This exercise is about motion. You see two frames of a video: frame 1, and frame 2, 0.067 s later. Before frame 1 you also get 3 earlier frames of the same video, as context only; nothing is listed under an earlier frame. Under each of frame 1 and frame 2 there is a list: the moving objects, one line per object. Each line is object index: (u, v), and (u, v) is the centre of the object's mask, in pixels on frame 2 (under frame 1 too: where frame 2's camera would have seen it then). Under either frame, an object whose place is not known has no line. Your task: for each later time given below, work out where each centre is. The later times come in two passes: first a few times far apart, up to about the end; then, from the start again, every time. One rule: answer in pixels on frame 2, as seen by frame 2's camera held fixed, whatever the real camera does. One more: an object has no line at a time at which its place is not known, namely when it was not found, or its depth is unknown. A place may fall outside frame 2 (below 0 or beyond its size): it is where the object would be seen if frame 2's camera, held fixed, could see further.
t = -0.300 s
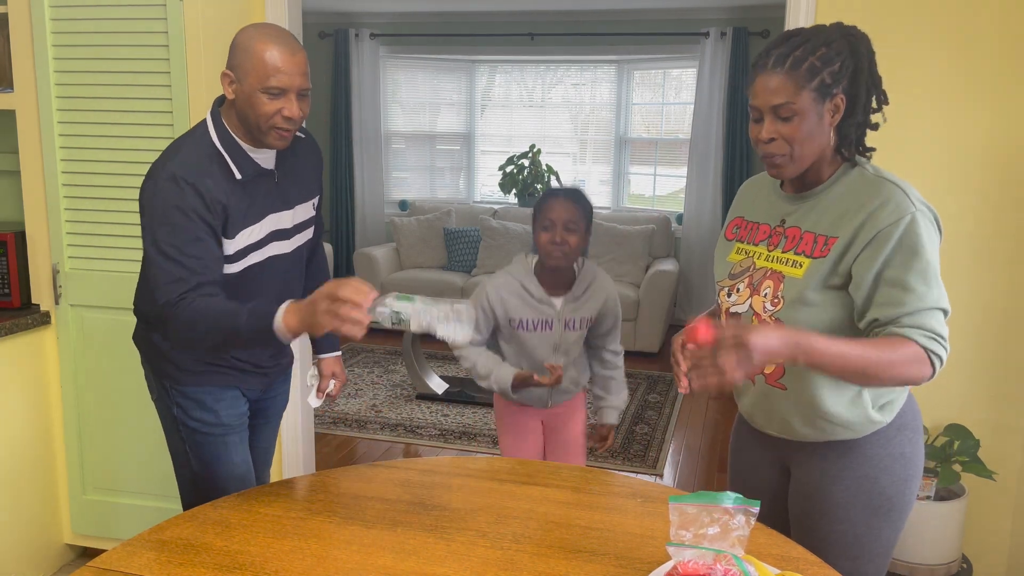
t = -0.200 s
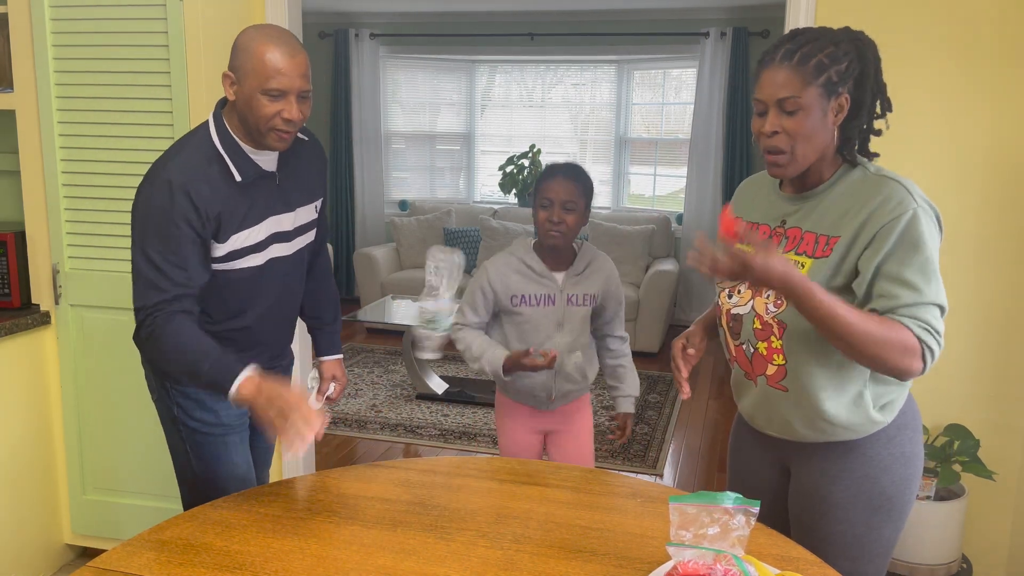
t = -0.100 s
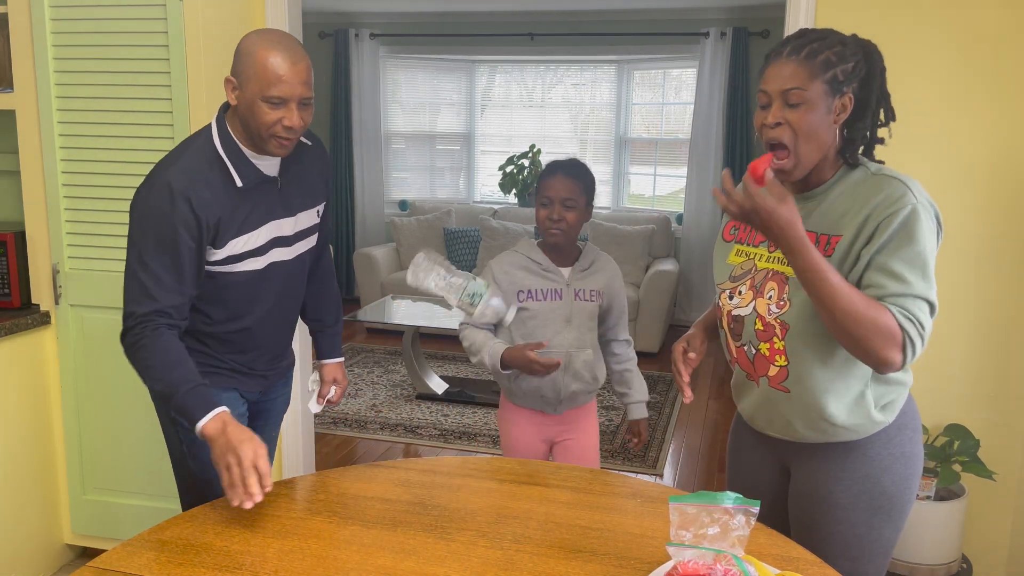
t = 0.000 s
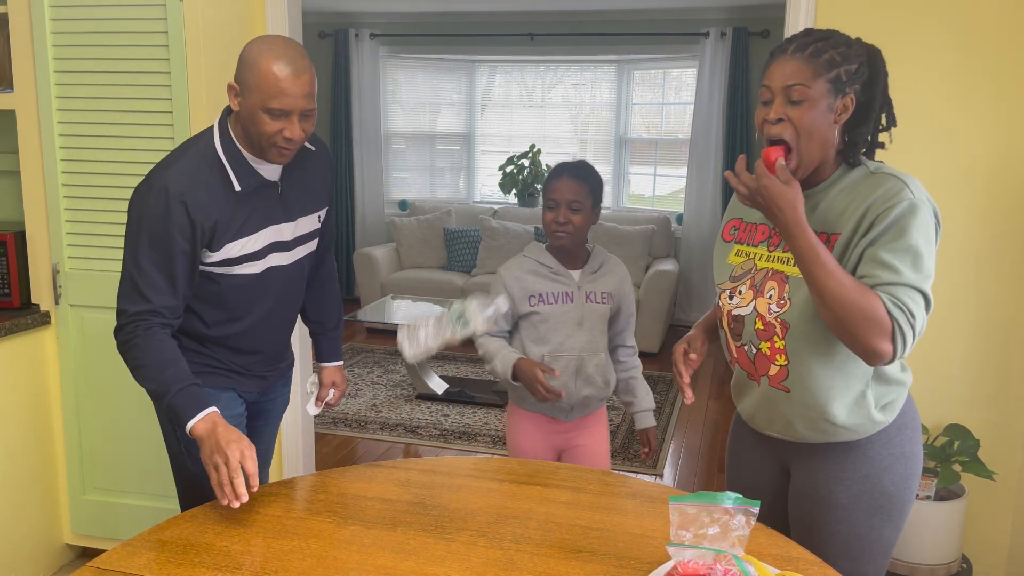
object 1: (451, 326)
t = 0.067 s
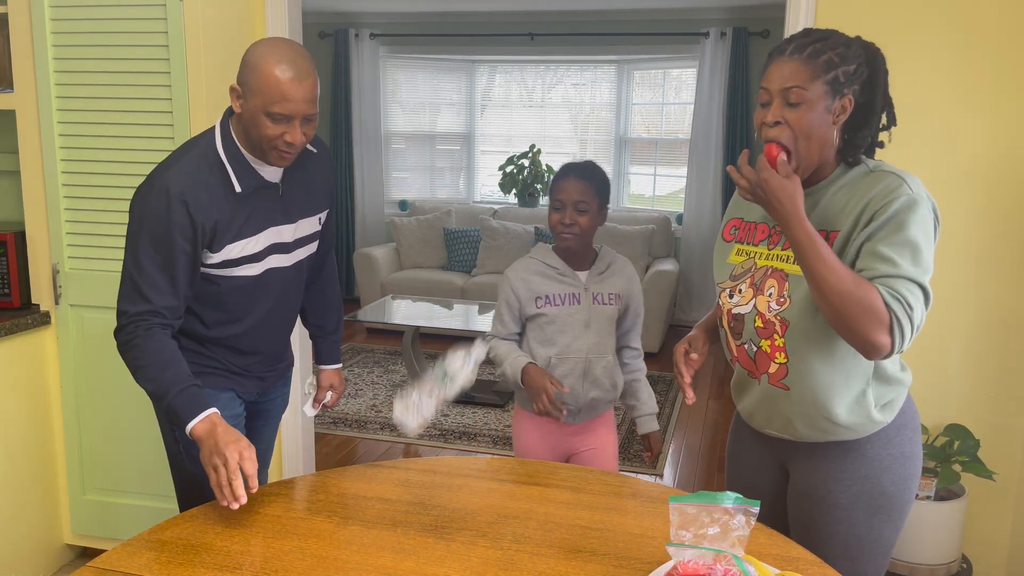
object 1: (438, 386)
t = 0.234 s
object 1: (423, 499)
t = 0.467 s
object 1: (438, 535)
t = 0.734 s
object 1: (432, 541)
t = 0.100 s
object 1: (433, 428)
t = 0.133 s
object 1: (428, 474)
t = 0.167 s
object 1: (427, 499)
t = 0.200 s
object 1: (426, 498)
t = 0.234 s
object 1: (423, 499)
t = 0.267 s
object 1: (423, 500)
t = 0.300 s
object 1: (424, 503)
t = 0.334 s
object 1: (427, 506)
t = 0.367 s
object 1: (432, 511)
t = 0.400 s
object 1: (437, 520)
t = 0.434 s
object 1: (439, 534)
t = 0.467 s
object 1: (438, 535)
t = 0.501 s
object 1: (435, 536)
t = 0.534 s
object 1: (434, 537)
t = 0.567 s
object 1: (433, 537)
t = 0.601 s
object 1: (433, 538)
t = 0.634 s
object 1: (432, 539)
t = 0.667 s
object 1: (433, 540)
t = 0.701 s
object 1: (432, 540)
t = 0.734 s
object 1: (432, 541)
